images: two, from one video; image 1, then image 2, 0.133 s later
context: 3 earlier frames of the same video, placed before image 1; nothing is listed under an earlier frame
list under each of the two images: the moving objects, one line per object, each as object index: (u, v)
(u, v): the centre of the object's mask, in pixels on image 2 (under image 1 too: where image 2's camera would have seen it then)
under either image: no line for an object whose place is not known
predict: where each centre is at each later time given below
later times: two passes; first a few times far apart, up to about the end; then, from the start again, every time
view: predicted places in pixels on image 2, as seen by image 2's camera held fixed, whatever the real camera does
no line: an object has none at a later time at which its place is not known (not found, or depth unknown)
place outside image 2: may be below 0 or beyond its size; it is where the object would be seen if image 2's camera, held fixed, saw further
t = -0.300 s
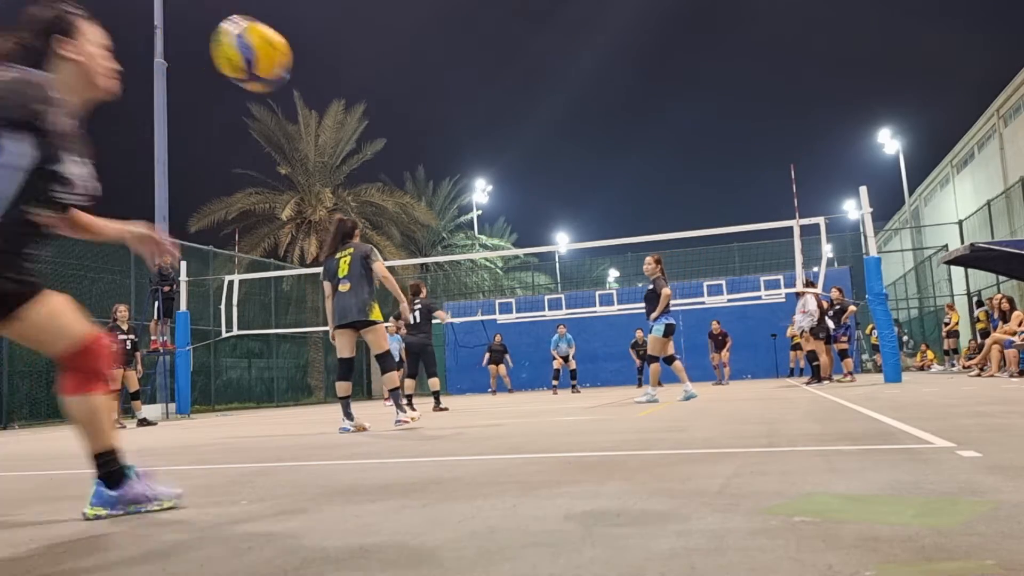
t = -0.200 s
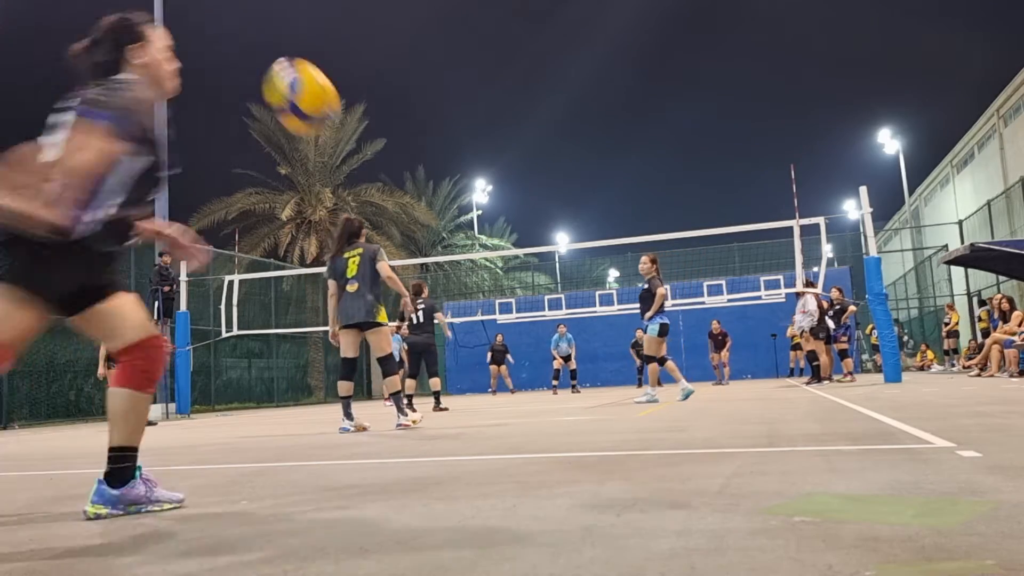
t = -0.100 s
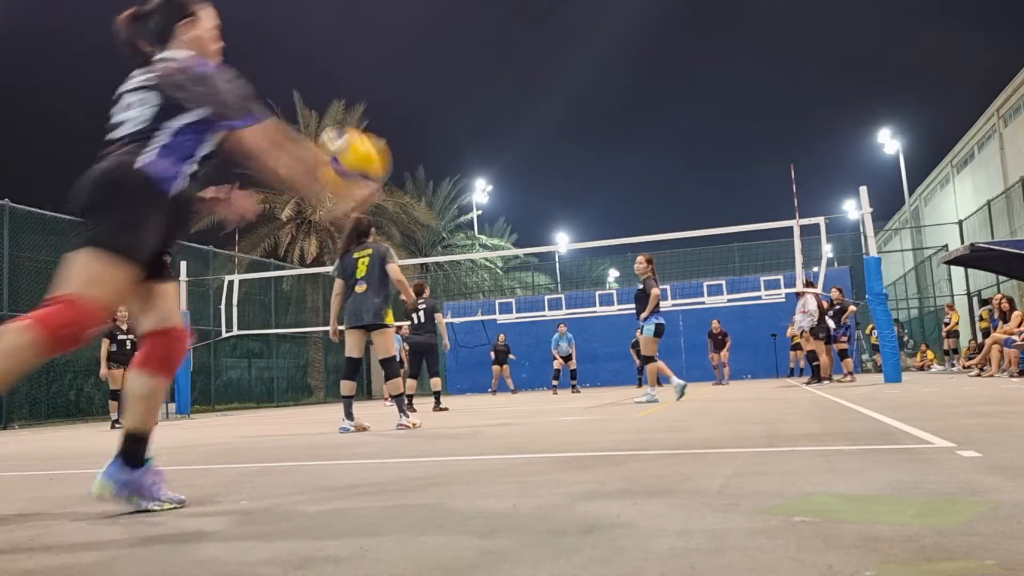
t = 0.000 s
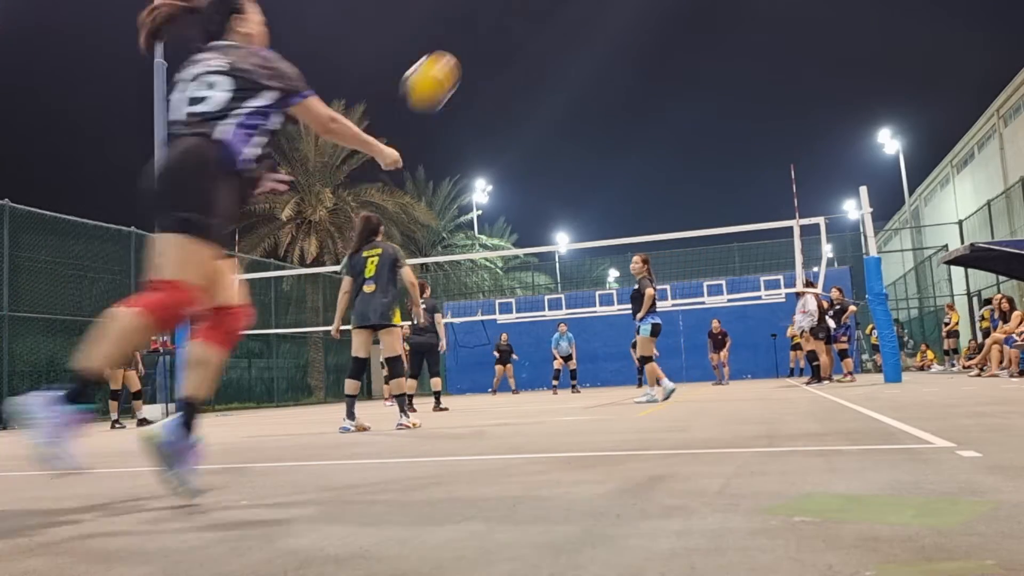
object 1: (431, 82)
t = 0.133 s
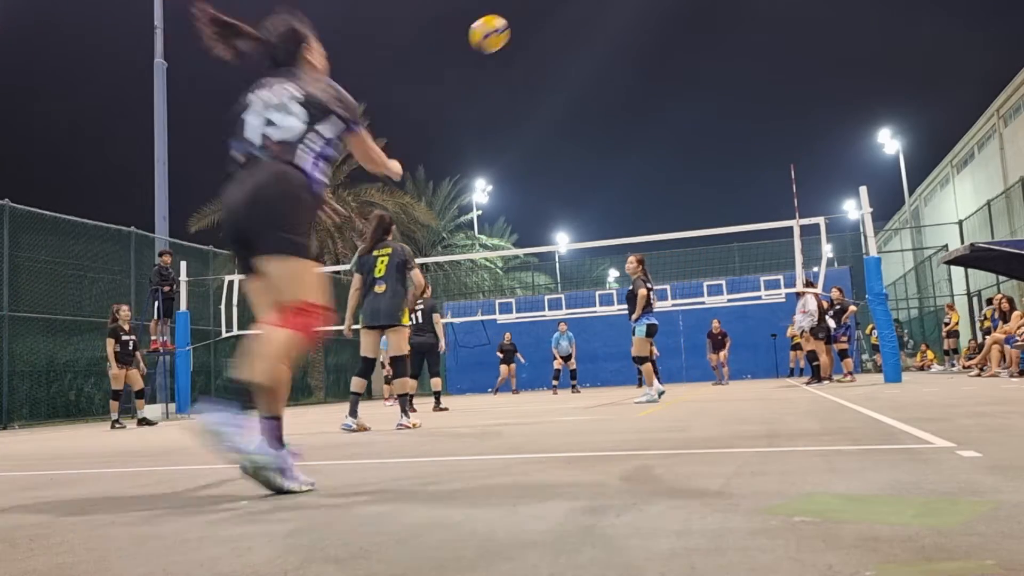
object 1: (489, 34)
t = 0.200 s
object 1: (509, 26)
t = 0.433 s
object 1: (554, 42)
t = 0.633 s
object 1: (579, 81)
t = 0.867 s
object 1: (600, 144)
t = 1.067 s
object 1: (615, 206)
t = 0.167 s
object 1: (499, 29)
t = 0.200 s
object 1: (509, 26)
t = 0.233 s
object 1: (517, 26)
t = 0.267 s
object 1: (525, 26)
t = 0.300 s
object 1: (532, 28)
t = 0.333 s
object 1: (538, 30)
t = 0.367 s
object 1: (544, 33)
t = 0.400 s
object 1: (549, 37)
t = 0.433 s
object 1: (554, 42)
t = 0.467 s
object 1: (559, 47)
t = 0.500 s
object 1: (564, 53)
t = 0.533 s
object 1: (568, 59)
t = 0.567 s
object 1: (571, 66)
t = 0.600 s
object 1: (575, 74)
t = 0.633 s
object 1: (579, 81)
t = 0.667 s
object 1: (582, 90)
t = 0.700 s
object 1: (586, 98)
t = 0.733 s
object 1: (589, 107)
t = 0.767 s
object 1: (591, 116)
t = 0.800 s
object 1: (594, 125)
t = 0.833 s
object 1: (597, 135)
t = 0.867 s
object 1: (600, 144)
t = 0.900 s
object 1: (603, 154)
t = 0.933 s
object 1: (606, 164)
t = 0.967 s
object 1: (608, 174)
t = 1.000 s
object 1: (611, 185)
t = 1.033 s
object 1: (613, 195)
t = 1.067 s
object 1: (615, 206)
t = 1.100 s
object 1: (617, 217)
